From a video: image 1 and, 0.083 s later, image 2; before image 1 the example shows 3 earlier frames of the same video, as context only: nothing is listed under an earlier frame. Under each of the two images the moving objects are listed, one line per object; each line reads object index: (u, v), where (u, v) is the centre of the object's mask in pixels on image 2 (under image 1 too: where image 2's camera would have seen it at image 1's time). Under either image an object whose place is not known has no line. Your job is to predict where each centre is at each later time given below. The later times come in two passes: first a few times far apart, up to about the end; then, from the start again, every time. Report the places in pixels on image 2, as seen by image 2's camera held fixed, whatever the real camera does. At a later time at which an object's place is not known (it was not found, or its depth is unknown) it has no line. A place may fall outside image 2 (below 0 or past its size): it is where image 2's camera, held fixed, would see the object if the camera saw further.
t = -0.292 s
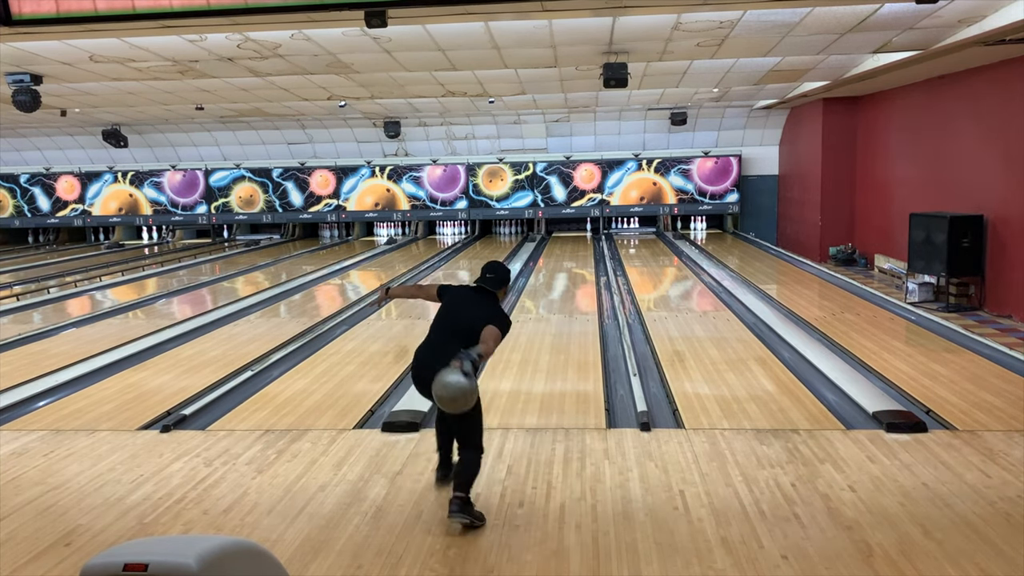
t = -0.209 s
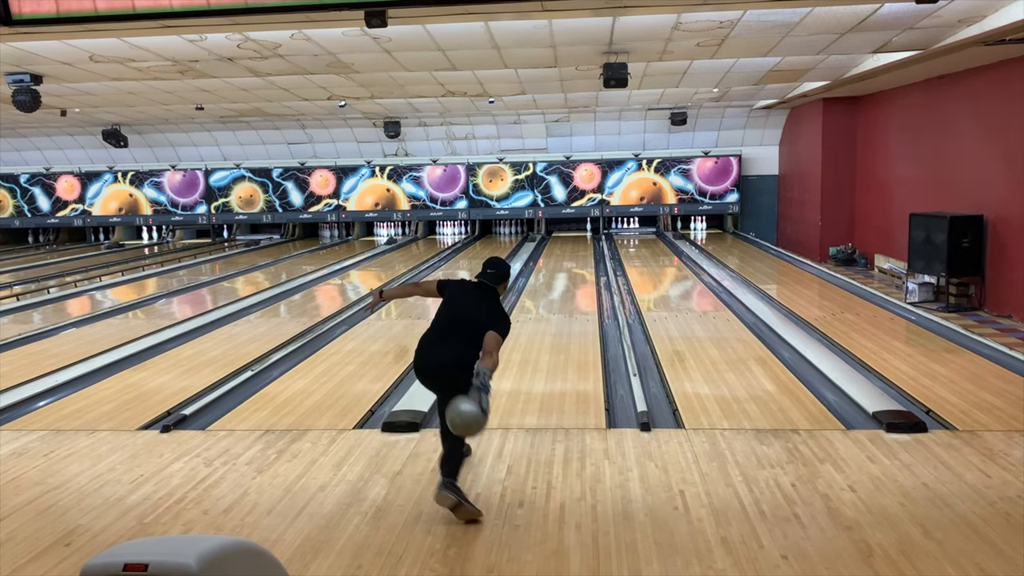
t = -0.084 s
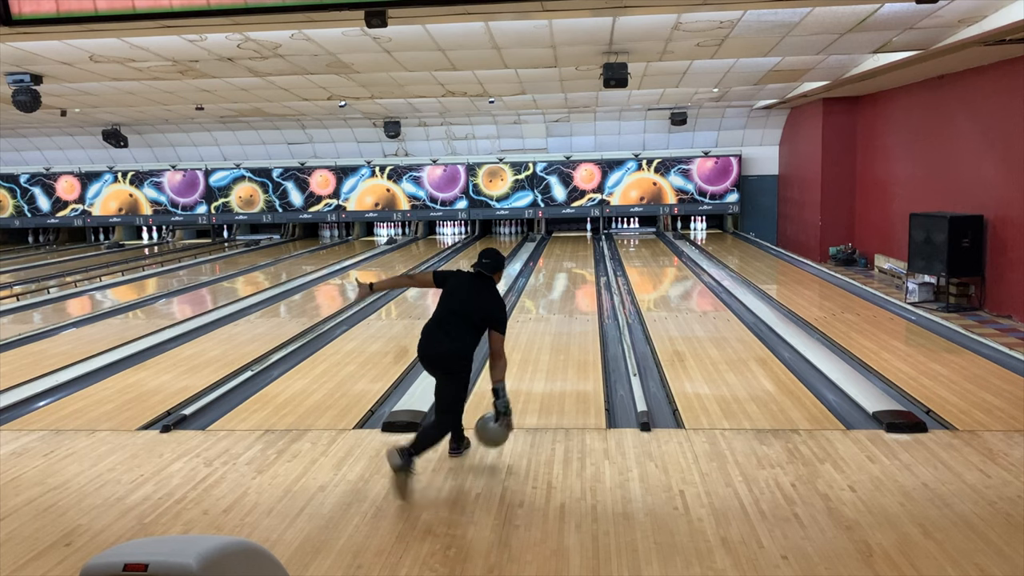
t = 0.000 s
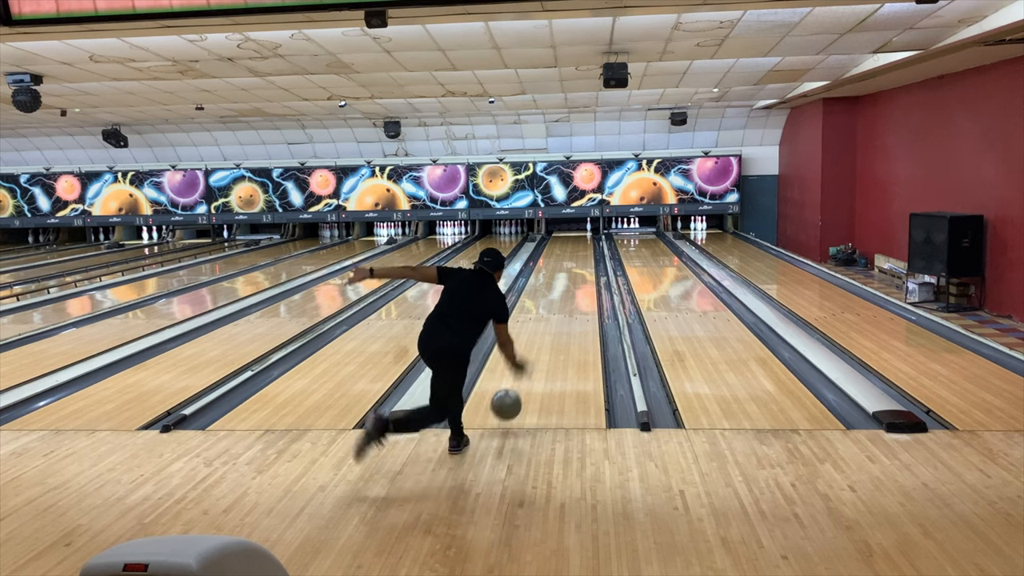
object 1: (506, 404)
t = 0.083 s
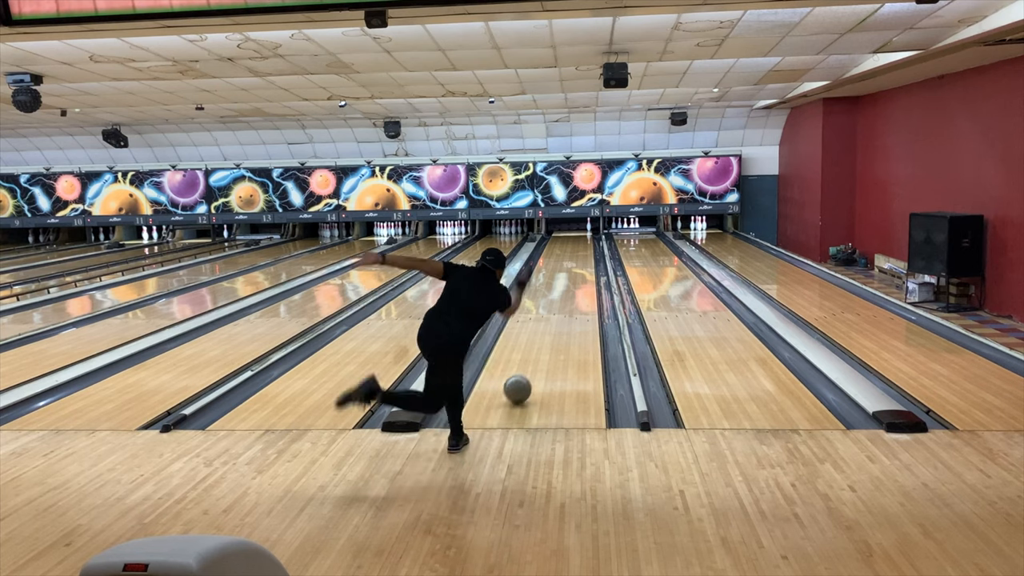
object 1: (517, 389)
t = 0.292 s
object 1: (537, 346)
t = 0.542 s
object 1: (552, 311)
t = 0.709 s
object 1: (559, 295)
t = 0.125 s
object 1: (521, 380)
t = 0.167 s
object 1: (526, 369)
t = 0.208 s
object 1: (530, 362)
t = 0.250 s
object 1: (534, 352)
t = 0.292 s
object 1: (537, 346)
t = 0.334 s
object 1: (540, 338)
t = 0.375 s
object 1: (543, 333)
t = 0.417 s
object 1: (546, 325)
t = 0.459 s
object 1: (548, 321)
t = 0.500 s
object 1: (550, 315)
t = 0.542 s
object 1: (552, 311)
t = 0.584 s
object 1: (554, 306)
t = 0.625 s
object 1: (556, 303)
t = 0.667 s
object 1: (558, 298)
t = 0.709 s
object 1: (559, 295)
